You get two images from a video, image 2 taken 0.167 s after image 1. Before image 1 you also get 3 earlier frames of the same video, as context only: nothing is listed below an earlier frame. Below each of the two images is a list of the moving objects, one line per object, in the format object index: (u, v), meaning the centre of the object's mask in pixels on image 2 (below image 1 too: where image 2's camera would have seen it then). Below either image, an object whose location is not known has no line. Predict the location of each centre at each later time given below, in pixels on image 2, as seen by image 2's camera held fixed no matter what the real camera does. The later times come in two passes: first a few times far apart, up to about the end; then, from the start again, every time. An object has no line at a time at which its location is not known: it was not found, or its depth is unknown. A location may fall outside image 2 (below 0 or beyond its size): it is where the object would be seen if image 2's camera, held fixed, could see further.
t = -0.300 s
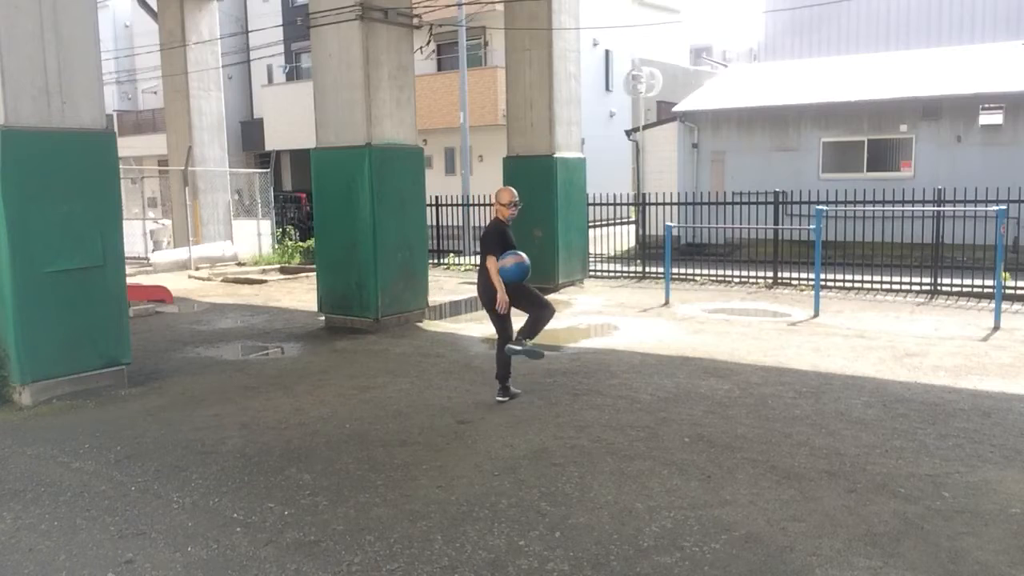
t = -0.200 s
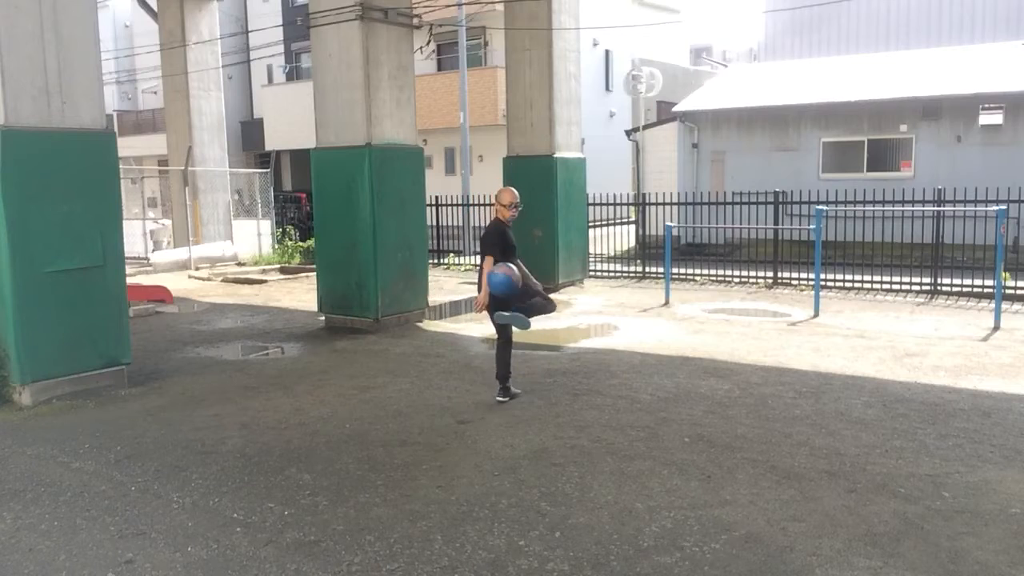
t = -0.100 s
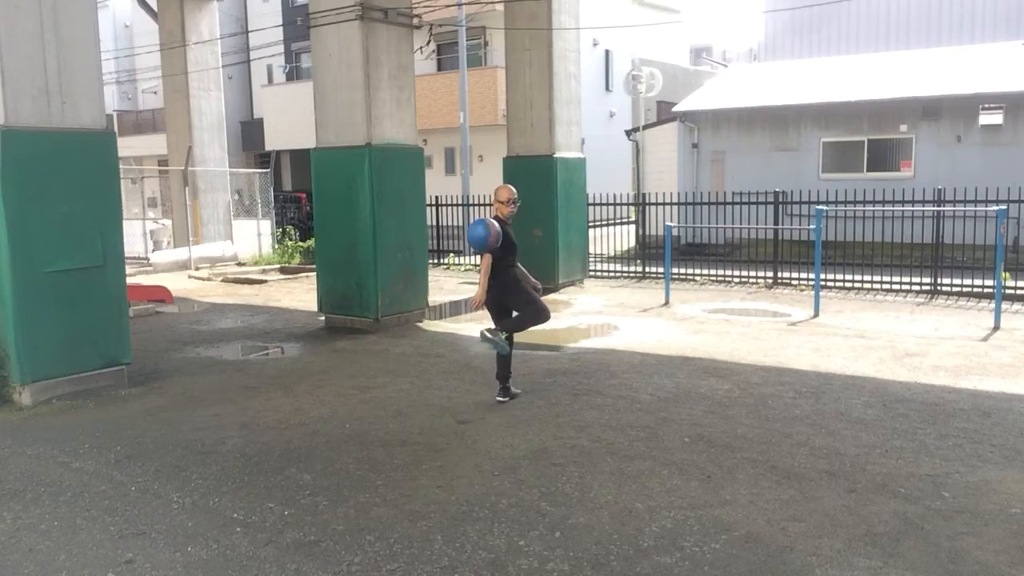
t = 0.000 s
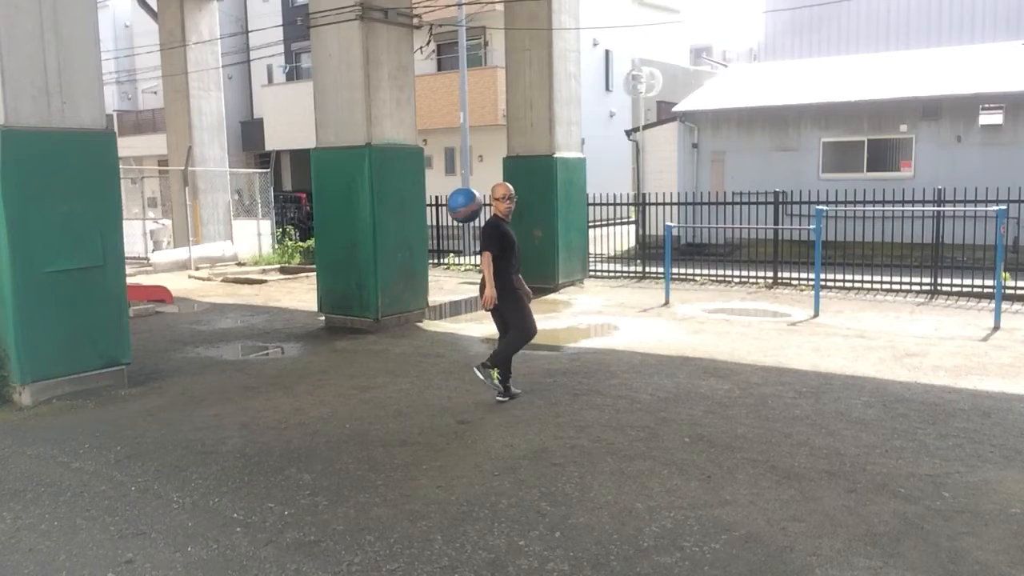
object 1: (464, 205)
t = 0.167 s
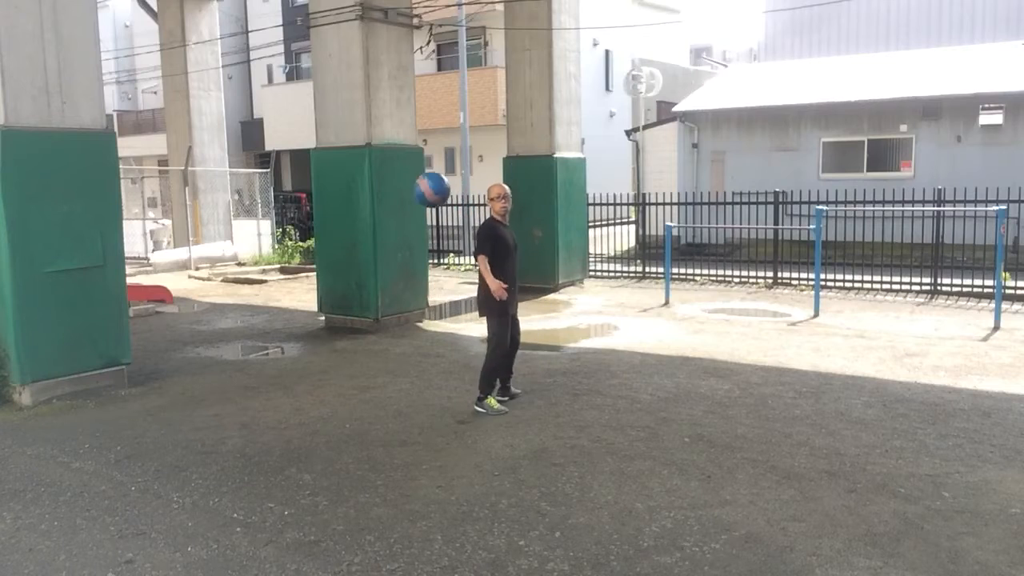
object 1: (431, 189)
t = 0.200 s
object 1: (426, 191)
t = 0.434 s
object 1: (381, 255)
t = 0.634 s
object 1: (347, 375)
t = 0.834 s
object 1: (335, 347)
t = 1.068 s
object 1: (337, 263)
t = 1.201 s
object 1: (339, 256)
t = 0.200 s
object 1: (426, 191)
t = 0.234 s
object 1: (419, 195)
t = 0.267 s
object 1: (413, 201)
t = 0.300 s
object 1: (406, 209)
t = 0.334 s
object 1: (400, 218)
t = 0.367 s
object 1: (394, 229)
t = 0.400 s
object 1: (387, 241)
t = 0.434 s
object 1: (381, 255)
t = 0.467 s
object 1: (375, 271)
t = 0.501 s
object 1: (369, 289)
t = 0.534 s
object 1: (364, 308)
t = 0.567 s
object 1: (358, 328)
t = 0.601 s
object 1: (352, 351)
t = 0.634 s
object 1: (347, 375)
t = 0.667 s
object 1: (341, 400)
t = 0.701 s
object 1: (336, 427)
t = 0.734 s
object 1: (335, 411)
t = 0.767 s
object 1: (335, 388)
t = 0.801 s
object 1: (334, 367)
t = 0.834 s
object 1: (335, 347)
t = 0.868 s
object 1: (335, 330)
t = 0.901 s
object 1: (335, 314)
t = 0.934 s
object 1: (335, 300)
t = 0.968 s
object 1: (336, 288)
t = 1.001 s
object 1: (336, 278)
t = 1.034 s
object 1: (336, 270)
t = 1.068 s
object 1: (337, 263)
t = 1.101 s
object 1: (337, 259)
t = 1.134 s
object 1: (338, 256)
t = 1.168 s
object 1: (339, 255)
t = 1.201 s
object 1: (339, 256)
